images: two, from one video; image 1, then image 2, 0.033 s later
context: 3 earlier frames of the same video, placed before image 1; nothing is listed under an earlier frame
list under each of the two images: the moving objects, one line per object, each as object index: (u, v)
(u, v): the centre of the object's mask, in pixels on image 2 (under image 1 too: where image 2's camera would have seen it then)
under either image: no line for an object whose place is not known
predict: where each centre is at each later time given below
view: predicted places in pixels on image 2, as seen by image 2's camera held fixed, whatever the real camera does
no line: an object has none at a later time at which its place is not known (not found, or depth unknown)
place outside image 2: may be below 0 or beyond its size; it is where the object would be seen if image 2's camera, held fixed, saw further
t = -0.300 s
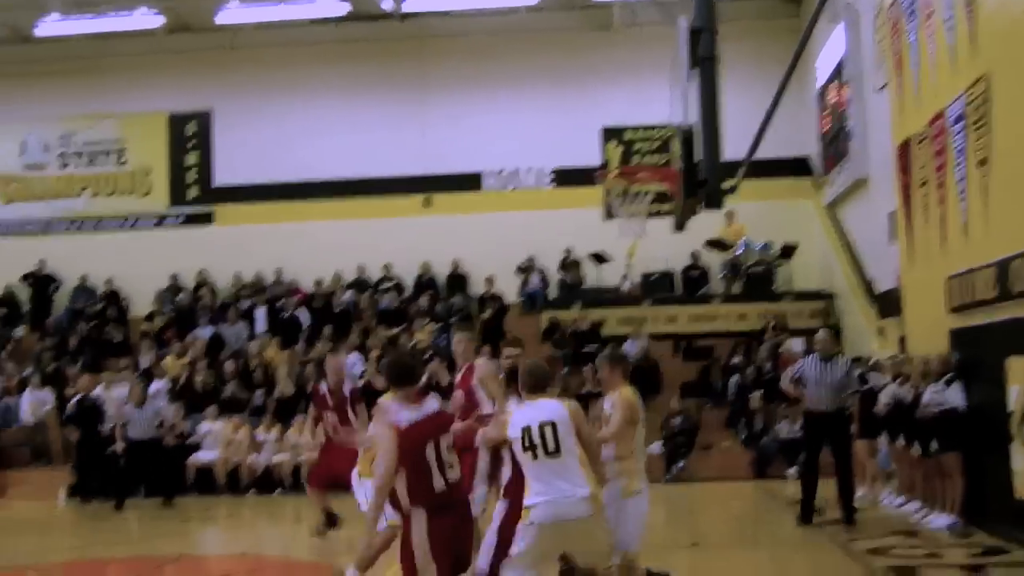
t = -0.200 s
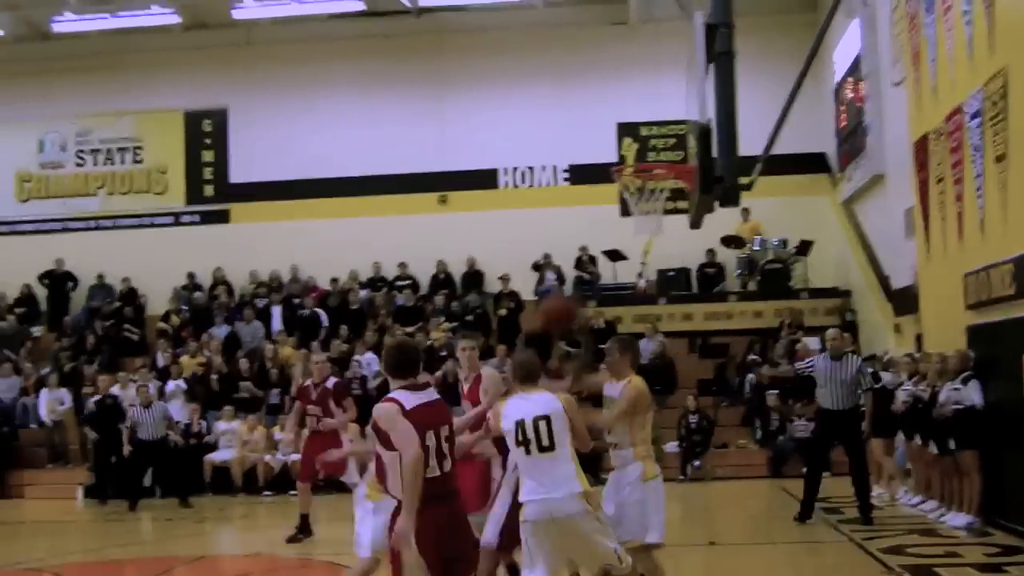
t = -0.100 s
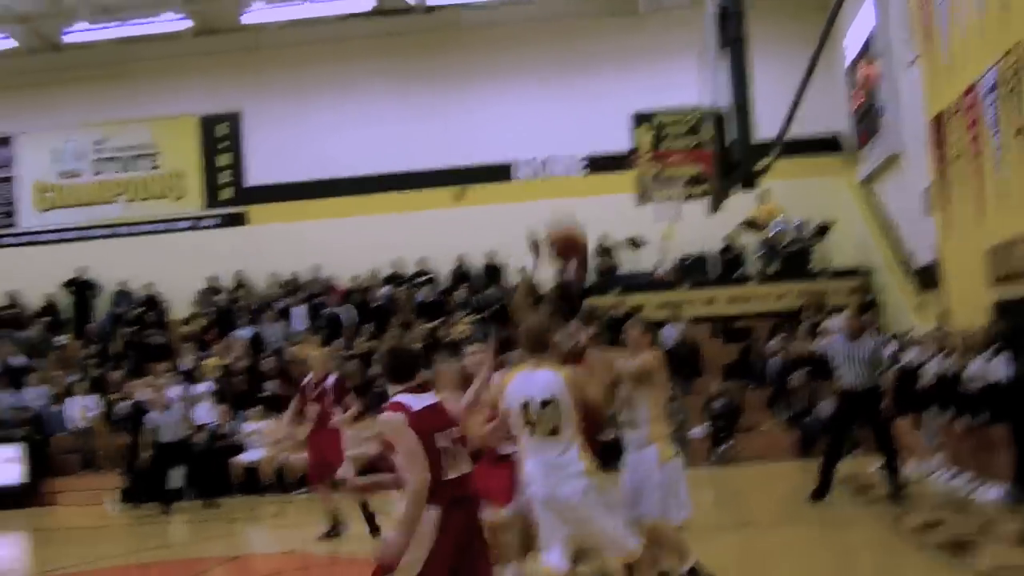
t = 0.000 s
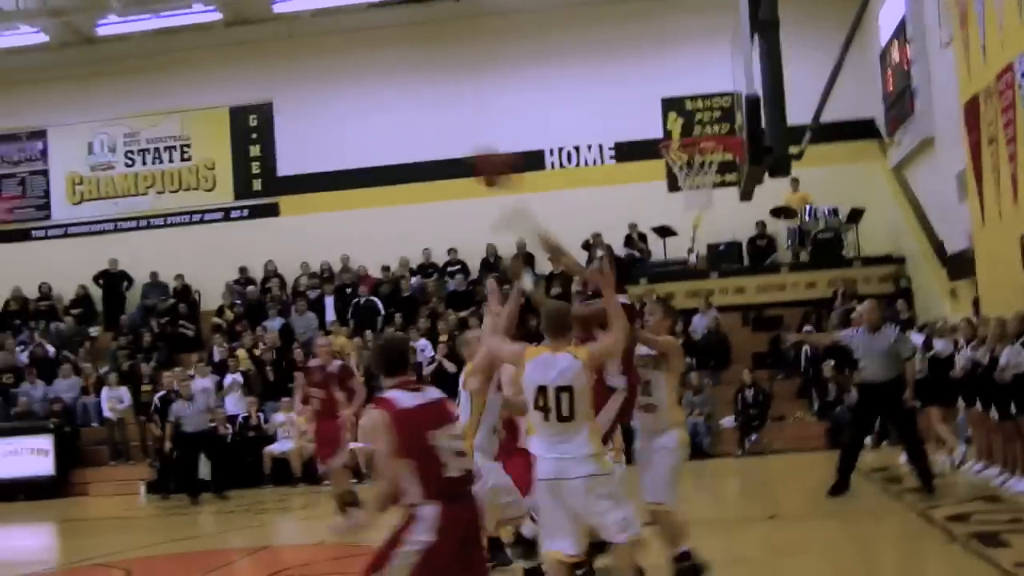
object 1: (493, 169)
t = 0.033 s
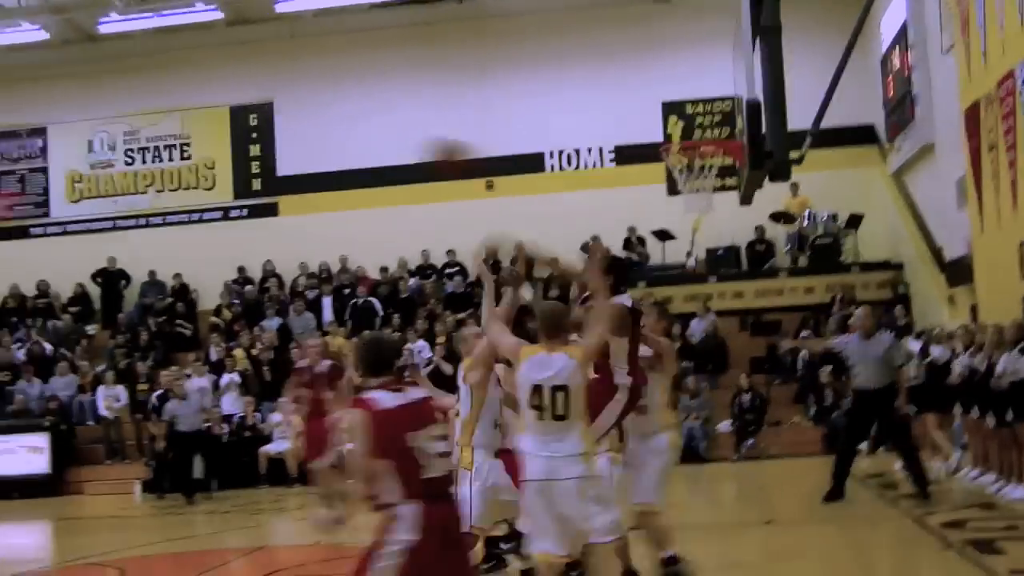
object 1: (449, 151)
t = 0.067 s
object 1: (406, 145)
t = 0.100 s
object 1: (363, 138)
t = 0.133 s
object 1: (323, 130)
